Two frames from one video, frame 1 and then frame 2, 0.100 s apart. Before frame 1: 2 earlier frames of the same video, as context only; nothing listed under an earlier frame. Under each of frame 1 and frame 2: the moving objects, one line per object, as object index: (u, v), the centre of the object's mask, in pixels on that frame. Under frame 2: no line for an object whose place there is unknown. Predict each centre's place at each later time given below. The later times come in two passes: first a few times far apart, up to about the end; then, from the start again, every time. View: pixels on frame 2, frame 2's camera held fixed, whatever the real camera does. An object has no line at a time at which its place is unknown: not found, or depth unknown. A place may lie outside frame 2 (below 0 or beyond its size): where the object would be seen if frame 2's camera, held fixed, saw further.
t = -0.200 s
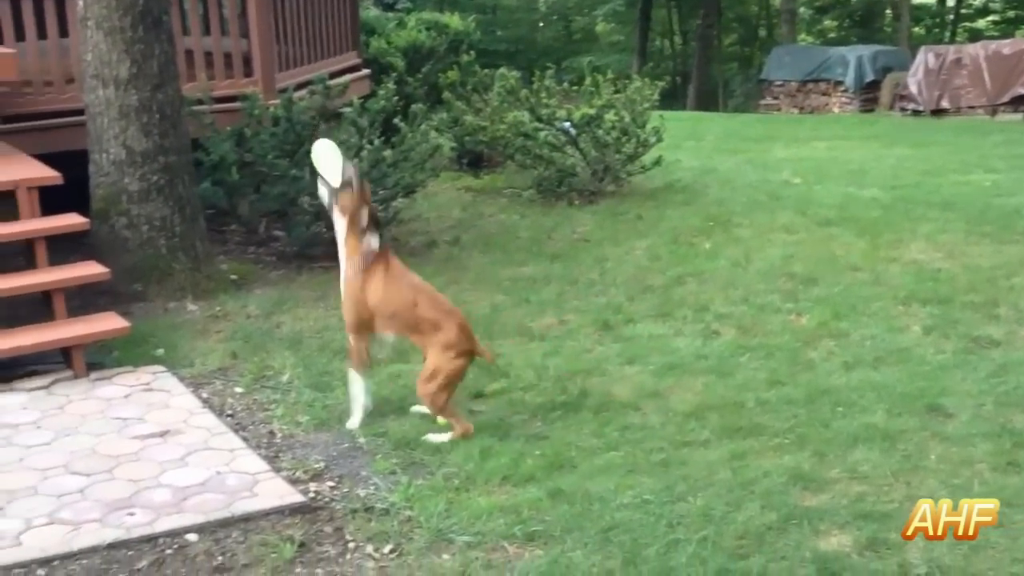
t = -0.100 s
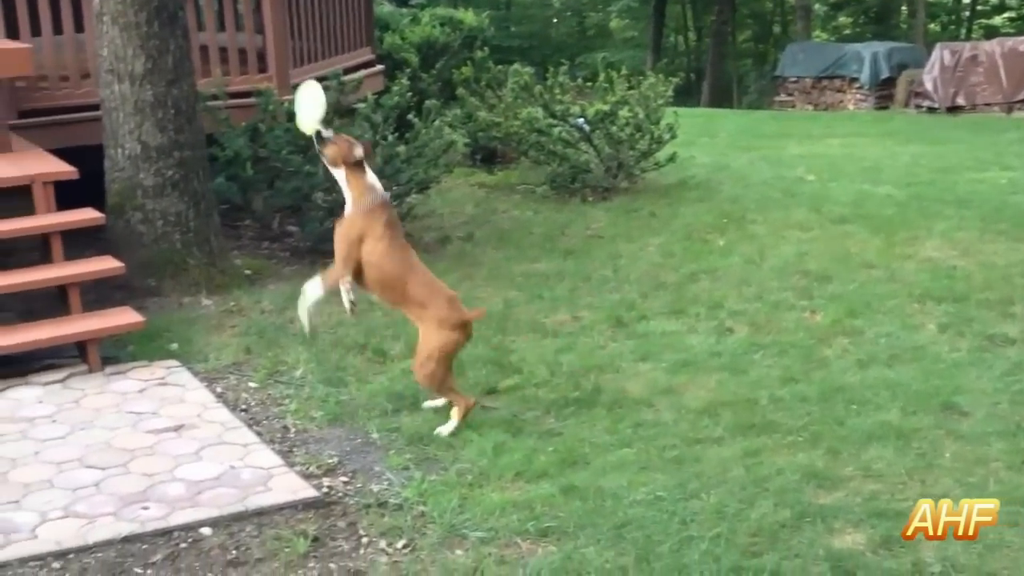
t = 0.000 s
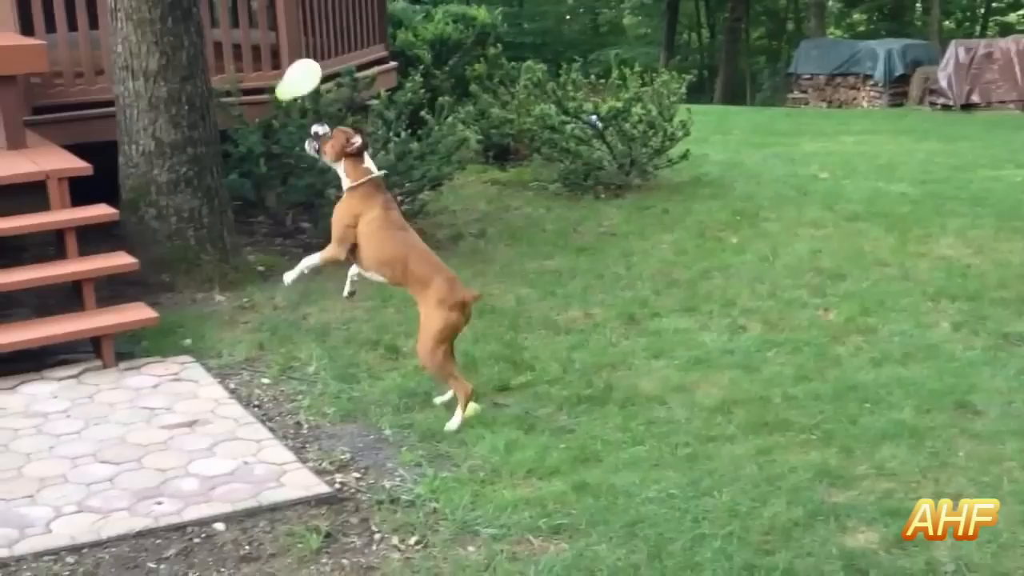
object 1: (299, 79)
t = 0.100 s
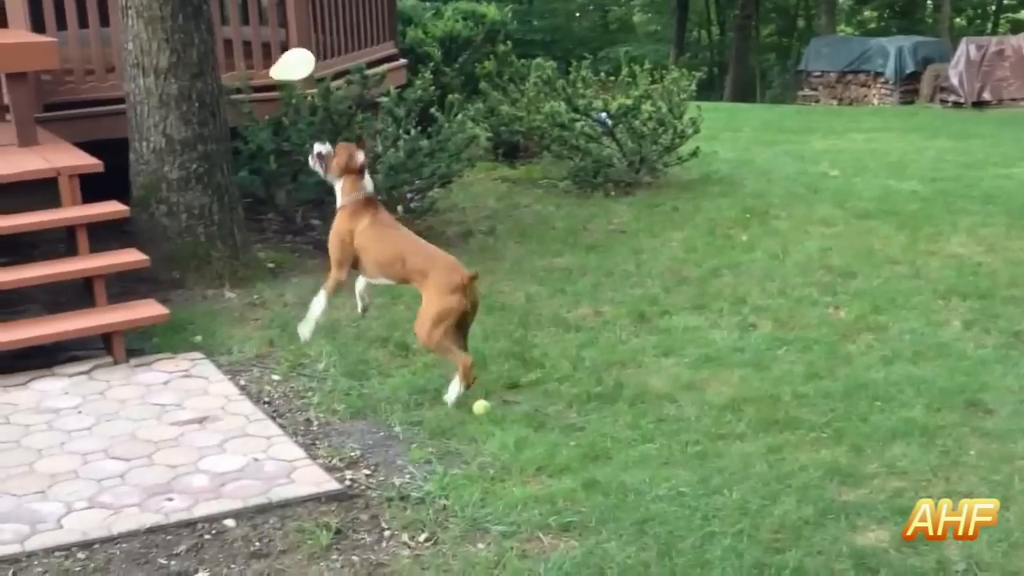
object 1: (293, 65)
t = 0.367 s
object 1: (262, 63)
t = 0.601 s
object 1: (250, 89)
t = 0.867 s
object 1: (252, 137)
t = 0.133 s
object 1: (289, 63)
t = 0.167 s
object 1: (284, 61)
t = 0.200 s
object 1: (280, 60)
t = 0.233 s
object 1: (276, 60)
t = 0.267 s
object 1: (273, 60)
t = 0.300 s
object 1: (269, 60)
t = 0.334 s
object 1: (266, 61)
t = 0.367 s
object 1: (262, 63)
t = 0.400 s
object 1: (259, 65)
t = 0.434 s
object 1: (257, 68)
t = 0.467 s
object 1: (255, 72)
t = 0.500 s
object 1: (253, 75)
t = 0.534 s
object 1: (251, 80)
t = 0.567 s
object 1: (251, 84)
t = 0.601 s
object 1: (250, 89)
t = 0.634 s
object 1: (249, 95)
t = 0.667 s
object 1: (249, 100)
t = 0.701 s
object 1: (249, 106)
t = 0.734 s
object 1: (249, 112)
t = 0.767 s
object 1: (249, 118)
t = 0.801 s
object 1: (250, 124)
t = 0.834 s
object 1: (251, 131)
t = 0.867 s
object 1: (252, 137)
